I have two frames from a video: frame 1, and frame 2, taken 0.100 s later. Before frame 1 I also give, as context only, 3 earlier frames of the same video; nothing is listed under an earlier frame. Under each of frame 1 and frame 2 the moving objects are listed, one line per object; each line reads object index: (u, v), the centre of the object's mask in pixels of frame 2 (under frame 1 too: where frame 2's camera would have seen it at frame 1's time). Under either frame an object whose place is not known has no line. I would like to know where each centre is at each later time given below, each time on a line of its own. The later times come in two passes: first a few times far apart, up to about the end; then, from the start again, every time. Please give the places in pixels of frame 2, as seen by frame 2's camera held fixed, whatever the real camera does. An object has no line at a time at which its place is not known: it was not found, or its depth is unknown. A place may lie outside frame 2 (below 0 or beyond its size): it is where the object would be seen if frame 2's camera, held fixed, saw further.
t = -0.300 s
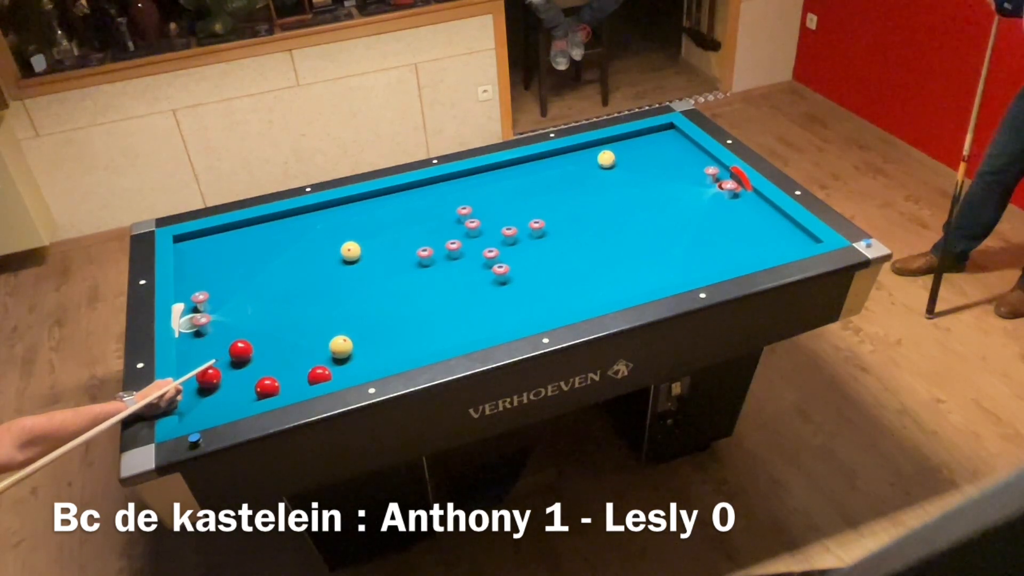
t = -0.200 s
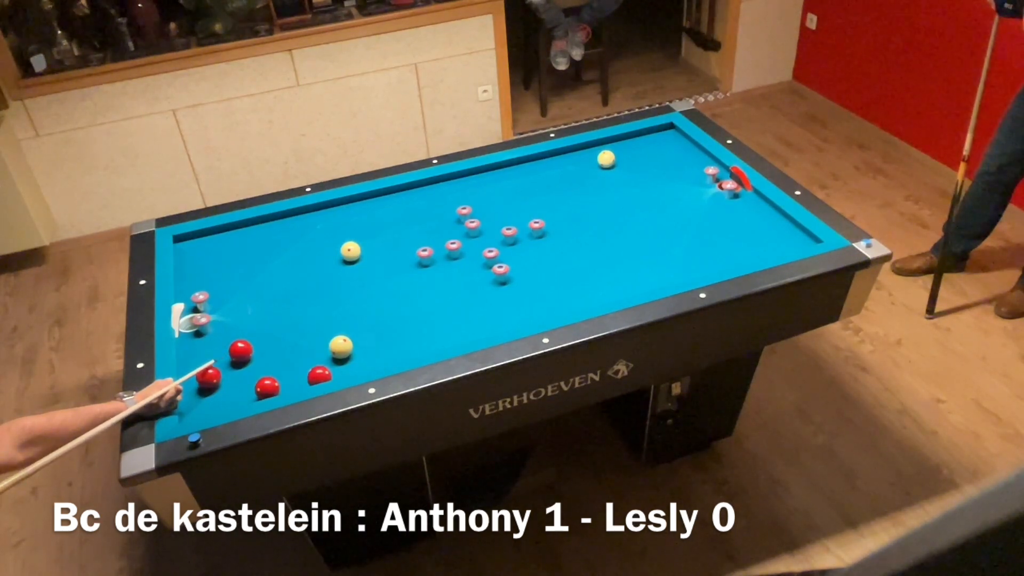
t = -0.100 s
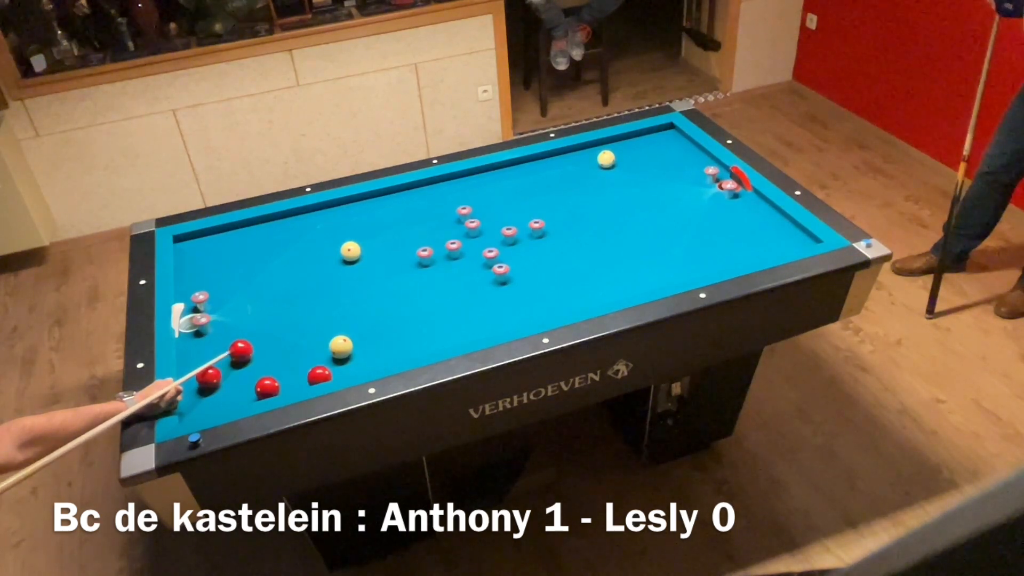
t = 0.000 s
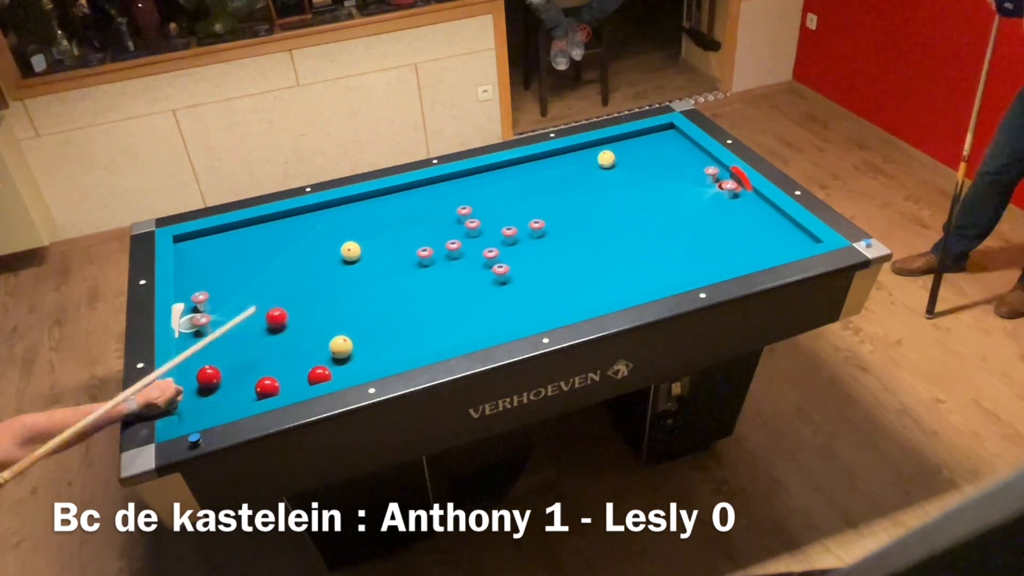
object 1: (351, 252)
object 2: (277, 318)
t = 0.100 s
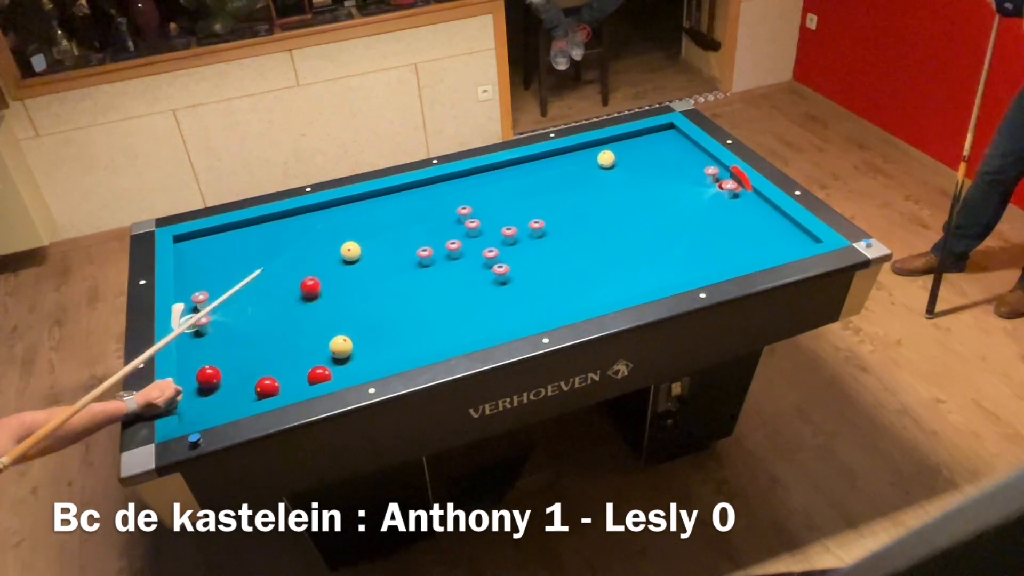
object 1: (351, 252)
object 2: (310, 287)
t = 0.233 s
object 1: (363, 242)
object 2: (338, 262)
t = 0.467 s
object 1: (410, 201)
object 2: (349, 249)
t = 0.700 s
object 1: (447, 185)
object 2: (361, 234)
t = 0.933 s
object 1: (483, 189)
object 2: (373, 220)
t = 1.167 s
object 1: (521, 193)
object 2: (385, 208)
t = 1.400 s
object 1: (558, 197)
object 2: (395, 196)
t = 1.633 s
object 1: (595, 201)
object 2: (405, 191)
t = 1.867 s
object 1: (633, 205)
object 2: (416, 193)
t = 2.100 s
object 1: (670, 209)
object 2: (426, 195)
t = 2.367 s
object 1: (713, 213)
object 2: (437, 197)
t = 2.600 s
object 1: (751, 217)
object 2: (445, 199)
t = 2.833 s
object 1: (784, 222)
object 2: (453, 200)
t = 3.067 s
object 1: (781, 237)
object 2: (460, 200)
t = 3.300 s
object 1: (778, 248)
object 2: (468, 201)
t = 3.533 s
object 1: (759, 248)
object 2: (474, 204)
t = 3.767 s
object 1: (739, 247)
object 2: (479, 205)
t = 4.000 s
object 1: (721, 245)
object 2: (484, 206)
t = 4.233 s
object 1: (704, 244)
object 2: (488, 207)
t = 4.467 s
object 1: (688, 242)
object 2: (491, 207)
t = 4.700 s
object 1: (672, 241)
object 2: (494, 208)
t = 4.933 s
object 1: (659, 239)
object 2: (496, 208)
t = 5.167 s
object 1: (645, 238)
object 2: (497, 209)
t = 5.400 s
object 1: (634, 237)
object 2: (497, 209)
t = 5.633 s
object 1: (622, 236)
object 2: (497, 209)
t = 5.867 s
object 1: (612, 235)
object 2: (497, 209)
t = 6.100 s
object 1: (602, 234)
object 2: (496, 209)
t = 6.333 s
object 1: (594, 233)
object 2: (497, 209)
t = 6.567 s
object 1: (586, 232)
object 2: (497, 209)
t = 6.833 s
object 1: (579, 232)
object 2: (497, 209)
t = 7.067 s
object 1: (573, 231)
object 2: (497, 209)
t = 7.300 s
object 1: (568, 230)
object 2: (497, 209)
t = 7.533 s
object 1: (564, 230)
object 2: (497, 209)
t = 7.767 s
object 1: (561, 230)
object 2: (497, 209)
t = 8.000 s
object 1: (558, 230)
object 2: (497, 209)
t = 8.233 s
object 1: (556, 229)
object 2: (497, 209)
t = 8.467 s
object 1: (555, 229)
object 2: (497, 209)
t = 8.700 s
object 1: (554, 229)
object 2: (497, 209)
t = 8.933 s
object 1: (554, 229)
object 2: (496, 209)
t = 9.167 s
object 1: (554, 229)
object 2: (497, 209)
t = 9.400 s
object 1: (554, 229)
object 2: (497, 209)
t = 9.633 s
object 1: (554, 229)
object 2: (497, 209)
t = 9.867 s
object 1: (554, 229)
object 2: (497, 209)
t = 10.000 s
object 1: (554, 229)
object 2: (497, 209)
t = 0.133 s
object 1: (351, 252)
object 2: (321, 277)
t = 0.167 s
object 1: (351, 252)
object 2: (331, 269)
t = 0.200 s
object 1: (354, 249)
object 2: (338, 262)
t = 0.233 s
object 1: (363, 242)
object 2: (338, 262)
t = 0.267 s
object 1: (371, 234)
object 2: (338, 261)
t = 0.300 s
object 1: (379, 228)
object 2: (339, 260)
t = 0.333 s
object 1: (386, 222)
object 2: (341, 258)
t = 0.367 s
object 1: (393, 216)
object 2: (343, 256)
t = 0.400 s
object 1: (399, 211)
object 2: (345, 254)
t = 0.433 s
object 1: (404, 206)
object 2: (347, 251)
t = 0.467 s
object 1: (410, 201)
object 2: (349, 249)
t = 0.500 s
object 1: (415, 197)
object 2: (351, 247)
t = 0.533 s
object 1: (420, 192)
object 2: (353, 244)
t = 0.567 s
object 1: (425, 188)
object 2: (354, 242)
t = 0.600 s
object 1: (430, 183)
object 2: (356, 240)
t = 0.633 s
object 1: (436, 183)
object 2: (358, 238)
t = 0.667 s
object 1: (441, 184)
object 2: (360, 236)
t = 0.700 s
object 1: (447, 185)
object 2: (361, 234)
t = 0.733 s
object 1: (451, 185)
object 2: (363, 232)
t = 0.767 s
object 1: (457, 186)
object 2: (365, 230)
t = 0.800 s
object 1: (462, 187)
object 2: (367, 228)
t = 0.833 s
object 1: (468, 187)
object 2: (368, 226)
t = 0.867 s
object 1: (473, 188)
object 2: (370, 224)
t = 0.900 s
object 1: (478, 188)
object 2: (372, 222)
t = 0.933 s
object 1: (483, 189)
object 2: (373, 220)
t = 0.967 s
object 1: (488, 190)
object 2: (375, 219)
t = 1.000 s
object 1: (494, 190)
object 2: (377, 217)
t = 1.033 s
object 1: (499, 191)
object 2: (378, 215)
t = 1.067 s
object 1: (504, 191)
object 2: (380, 214)
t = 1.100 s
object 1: (510, 192)
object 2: (381, 212)
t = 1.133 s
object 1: (515, 192)
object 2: (383, 210)
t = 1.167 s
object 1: (521, 193)
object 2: (385, 208)
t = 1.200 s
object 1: (526, 194)
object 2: (386, 206)
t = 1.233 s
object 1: (531, 194)
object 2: (388, 205)
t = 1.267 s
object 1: (536, 195)
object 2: (389, 203)
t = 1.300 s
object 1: (542, 196)
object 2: (390, 201)
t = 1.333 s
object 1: (547, 196)
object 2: (392, 199)
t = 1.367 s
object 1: (552, 197)
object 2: (393, 198)
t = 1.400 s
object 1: (558, 197)
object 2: (395, 196)
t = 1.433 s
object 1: (563, 198)
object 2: (396, 195)
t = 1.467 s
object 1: (569, 198)
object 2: (397, 193)
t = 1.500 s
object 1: (574, 199)
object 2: (399, 192)
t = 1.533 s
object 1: (579, 199)
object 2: (400, 190)
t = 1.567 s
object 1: (585, 200)
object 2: (402, 191)
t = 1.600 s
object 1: (590, 200)
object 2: (403, 191)
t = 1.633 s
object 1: (595, 201)
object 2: (405, 191)
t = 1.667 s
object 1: (601, 202)
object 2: (406, 191)
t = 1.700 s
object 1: (606, 202)
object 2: (408, 192)
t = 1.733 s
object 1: (611, 203)
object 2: (410, 192)
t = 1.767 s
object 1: (616, 203)
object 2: (411, 192)
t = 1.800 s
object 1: (622, 204)
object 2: (412, 193)
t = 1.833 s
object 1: (627, 204)
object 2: (414, 193)
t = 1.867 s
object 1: (633, 205)
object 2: (416, 193)
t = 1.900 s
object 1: (638, 206)
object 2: (417, 193)
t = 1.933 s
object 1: (643, 206)
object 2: (418, 193)
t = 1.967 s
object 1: (649, 206)
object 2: (420, 194)
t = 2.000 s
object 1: (654, 207)
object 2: (422, 194)
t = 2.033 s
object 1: (660, 208)
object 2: (423, 194)
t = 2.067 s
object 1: (665, 208)
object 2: (424, 195)
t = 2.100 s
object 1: (670, 209)
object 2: (426, 195)
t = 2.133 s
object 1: (676, 209)
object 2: (427, 195)
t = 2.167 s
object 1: (681, 210)
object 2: (429, 196)
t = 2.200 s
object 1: (686, 210)
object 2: (430, 196)
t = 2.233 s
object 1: (692, 211)
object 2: (431, 196)
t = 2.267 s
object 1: (697, 212)
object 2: (432, 196)
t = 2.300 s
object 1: (702, 212)
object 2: (434, 197)
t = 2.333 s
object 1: (708, 213)
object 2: (435, 197)
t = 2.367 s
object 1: (713, 213)
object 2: (437, 197)
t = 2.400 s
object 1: (719, 214)
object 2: (438, 197)
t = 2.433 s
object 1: (724, 215)
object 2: (439, 198)
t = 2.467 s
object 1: (729, 215)
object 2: (440, 198)
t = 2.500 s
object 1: (735, 216)
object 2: (442, 198)
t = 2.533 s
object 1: (740, 216)
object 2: (443, 198)
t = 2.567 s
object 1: (746, 217)
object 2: (444, 198)
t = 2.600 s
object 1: (751, 217)
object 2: (445, 199)
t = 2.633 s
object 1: (756, 218)
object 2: (446, 199)
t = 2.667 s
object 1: (762, 218)
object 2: (448, 199)
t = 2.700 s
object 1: (767, 219)
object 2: (449, 199)
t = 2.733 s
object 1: (772, 219)
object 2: (450, 200)
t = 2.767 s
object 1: (778, 220)
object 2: (451, 200)
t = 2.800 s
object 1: (783, 220)
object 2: (452, 200)
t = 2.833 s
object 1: (784, 222)
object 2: (453, 200)
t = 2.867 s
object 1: (783, 225)
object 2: (454, 200)
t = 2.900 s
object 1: (783, 226)
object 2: (455, 200)
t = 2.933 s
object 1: (783, 228)
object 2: (456, 200)
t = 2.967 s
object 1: (782, 230)
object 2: (457, 200)
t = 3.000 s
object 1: (782, 232)
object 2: (458, 200)
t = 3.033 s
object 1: (782, 235)
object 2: (459, 200)
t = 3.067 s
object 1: (781, 237)
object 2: (460, 200)
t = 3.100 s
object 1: (781, 239)
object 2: (461, 200)
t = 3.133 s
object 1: (781, 240)
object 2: (462, 200)
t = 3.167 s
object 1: (781, 242)
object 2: (464, 200)
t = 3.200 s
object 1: (780, 244)
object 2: (465, 200)
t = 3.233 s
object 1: (780, 245)
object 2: (466, 201)
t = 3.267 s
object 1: (779, 246)
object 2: (467, 201)
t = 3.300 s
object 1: (778, 248)
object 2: (468, 201)
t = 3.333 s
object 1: (775, 248)
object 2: (469, 202)
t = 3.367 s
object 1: (772, 248)
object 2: (470, 202)
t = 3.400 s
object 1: (770, 248)
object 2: (471, 202)
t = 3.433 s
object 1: (767, 248)
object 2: (472, 202)
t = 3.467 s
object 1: (764, 248)
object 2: (473, 203)
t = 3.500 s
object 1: (761, 248)
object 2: (474, 203)
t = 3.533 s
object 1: (759, 248)
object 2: (474, 204)
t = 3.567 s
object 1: (756, 248)
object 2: (475, 204)
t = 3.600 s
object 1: (753, 248)
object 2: (476, 204)
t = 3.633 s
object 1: (750, 248)
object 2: (477, 204)
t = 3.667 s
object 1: (748, 247)
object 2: (477, 204)
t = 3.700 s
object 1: (745, 247)
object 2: (478, 205)
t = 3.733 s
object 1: (742, 247)
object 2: (478, 205)
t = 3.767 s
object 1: (739, 247)
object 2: (479, 205)
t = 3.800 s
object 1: (737, 247)
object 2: (480, 206)
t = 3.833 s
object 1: (734, 246)
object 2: (480, 206)
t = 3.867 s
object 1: (731, 246)
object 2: (481, 206)
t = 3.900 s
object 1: (729, 246)
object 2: (482, 206)
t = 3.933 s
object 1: (726, 246)
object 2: (483, 206)
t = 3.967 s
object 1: (723, 245)
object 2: (483, 206)
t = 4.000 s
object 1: (721, 245)
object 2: (484, 206)
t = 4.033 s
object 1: (718, 245)
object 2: (484, 206)
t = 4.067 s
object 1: (716, 245)
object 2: (485, 206)
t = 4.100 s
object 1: (713, 244)
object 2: (486, 206)
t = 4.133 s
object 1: (711, 244)
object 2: (486, 206)
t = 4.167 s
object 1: (708, 244)
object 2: (487, 206)
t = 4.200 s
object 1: (706, 244)
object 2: (487, 206)
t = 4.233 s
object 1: (704, 244)
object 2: (488, 207)
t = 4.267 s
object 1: (701, 243)
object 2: (488, 207)
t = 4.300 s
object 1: (699, 243)
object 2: (489, 207)
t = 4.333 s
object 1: (697, 243)
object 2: (489, 207)
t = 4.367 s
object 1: (694, 243)
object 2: (490, 207)
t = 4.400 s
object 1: (692, 243)
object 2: (490, 207)
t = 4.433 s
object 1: (690, 242)
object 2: (491, 207)
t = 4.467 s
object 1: (688, 242)
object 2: (491, 207)
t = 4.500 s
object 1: (685, 242)
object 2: (491, 207)
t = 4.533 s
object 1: (683, 242)
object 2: (492, 207)
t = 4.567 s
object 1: (681, 241)
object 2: (492, 208)
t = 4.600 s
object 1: (679, 241)
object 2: (493, 208)
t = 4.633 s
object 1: (677, 241)
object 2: (493, 208)
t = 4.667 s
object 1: (675, 241)
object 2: (493, 208)
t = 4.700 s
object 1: (672, 241)
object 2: (494, 208)
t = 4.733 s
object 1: (670, 241)
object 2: (494, 208)
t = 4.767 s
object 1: (668, 240)
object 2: (494, 208)
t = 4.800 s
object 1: (666, 240)
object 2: (495, 208)
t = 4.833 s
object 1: (664, 240)
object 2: (495, 208)
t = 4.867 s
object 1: (662, 240)
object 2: (495, 208)
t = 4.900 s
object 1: (660, 239)
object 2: (495, 208)
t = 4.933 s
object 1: (659, 239)
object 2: (496, 208)
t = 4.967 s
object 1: (656, 239)
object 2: (496, 208)
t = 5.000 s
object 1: (655, 239)
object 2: (496, 208)
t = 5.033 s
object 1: (653, 239)
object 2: (496, 209)
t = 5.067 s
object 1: (651, 239)
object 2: (496, 209)
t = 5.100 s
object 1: (649, 238)
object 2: (496, 209)
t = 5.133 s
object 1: (647, 238)
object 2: (496, 209)
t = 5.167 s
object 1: (645, 238)
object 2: (497, 209)
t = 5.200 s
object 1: (644, 238)
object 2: (497, 209)
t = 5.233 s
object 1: (642, 238)
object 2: (497, 209)
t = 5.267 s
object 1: (640, 238)
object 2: (497, 209)
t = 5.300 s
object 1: (638, 237)
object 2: (497, 209)
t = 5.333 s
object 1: (637, 237)
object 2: (497, 209)
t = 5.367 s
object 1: (635, 237)
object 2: (497, 209)
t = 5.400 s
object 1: (634, 237)
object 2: (497, 209)
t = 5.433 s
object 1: (632, 237)
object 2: (497, 209)
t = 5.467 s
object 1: (630, 237)
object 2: (497, 209)
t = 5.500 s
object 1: (629, 237)
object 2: (497, 209)
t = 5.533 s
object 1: (627, 236)
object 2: (497, 209)
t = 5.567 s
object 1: (625, 236)
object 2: (497, 209)
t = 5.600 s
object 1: (624, 236)
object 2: (497, 209)
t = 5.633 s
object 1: (622, 236)
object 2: (497, 209)
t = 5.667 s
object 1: (621, 236)
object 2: (497, 209)
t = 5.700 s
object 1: (619, 236)
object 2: (497, 209)
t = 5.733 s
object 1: (617, 235)
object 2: (497, 209)
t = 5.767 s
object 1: (616, 235)
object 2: (496, 209)
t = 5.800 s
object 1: (615, 235)
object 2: (497, 209)
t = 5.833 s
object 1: (613, 235)
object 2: (497, 209)
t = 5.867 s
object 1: (612, 235)
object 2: (497, 209)
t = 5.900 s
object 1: (610, 235)
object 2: (497, 209)
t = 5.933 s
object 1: (609, 234)
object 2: (497, 209)
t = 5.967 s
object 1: (608, 234)
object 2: (497, 209)
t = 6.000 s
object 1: (606, 234)
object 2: (496, 209)
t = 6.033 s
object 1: (605, 234)
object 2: (497, 209)
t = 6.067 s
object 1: (604, 234)
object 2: (496, 209)
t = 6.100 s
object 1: (602, 234)
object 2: (496, 209)
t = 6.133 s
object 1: (601, 234)
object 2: (496, 209)
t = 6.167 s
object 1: (600, 234)
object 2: (496, 209)
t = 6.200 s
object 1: (599, 233)
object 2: (496, 209)
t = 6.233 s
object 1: (598, 233)
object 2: (496, 209)
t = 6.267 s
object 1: (596, 233)
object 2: (496, 209)
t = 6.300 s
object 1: (595, 233)
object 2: (496, 209)
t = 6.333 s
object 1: (594, 233)
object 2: (497, 209)
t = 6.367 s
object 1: (593, 233)
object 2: (497, 209)
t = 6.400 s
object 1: (592, 233)
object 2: (497, 209)
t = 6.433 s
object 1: (591, 233)
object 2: (497, 209)
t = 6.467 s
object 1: (590, 233)
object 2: (497, 209)
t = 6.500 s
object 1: (588, 233)
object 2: (497, 209)
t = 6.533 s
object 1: (587, 232)
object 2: (497, 209)
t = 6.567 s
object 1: (586, 232)
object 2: (497, 209)
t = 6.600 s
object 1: (585, 232)
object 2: (497, 209)
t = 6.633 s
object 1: (584, 232)
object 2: (497, 209)
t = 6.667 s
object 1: (583, 232)
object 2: (497, 209)
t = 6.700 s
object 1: (582, 232)
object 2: (497, 209)
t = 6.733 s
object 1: (581, 232)
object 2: (497, 209)
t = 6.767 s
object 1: (580, 232)
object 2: (497, 209)
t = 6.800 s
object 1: (580, 232)
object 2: (497, 209)
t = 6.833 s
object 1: (579, 232)
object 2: (497, 209)
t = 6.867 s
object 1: (578, 232)
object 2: (497, 209)
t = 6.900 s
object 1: (577, 232)
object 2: (497, 209)
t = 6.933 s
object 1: (576, 231)
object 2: (497, 209)
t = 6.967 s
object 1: (575, 231)
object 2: (497, 209)
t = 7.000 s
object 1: (575, 231)
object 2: (497, 209)
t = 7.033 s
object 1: (574, 231)
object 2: (497, 209)
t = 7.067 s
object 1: (573, 231)
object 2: (497, 209)
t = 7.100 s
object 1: (572, 231)
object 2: (497, 209)
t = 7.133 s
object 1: (572, 231)
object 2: (497, 209)
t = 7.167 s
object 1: (571, 231)
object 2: (497, 209)
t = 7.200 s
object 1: (570, 231)
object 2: (497, 209)
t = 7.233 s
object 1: (569, 230)
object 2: (497, 209)
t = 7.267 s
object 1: (569, 230)
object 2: (497, 209)
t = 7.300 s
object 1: (568, 230)
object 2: (497, 209)
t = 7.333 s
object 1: (568, 230)
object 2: (497, 209)
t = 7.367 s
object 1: (567, 230)
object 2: (497, 209)
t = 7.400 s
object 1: (566, 230)
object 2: (497, 209)
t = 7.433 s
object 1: (566, 230)
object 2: (497, 209)
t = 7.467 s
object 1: (565, 230)
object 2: (497, 209)
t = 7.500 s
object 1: (564, 230)
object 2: (497, 209)
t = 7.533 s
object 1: (564, 230)
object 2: (497, 209)
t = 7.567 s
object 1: (563, 230)
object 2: (497, 209)
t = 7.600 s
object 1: (563, 230)
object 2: (497, 209)
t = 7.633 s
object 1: (562, 230)
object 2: (497, 209)
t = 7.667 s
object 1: (562, 230)
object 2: (497, 209)
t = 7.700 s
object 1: (561, 230)
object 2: (497, 209)
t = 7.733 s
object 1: (561, 230)
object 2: (497, 209)
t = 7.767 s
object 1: (561, 230)
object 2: (497, 209)
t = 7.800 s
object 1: (560, 230)
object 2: (497, 209)
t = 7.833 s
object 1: (560, 230)
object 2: (497, 209)
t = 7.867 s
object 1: (559, 230)
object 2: (497, 209)
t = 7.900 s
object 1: (559, 230)
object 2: (497, 209)
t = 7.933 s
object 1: (559, 230)
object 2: (497, 209)
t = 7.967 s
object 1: (558, 230)
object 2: (497, 209)
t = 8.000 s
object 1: (558, 230)
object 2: (497, 209)
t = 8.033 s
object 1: (557, 230)
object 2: (497, 209)
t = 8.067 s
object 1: (557, 229)
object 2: (497, 209)
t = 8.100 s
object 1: (557, 229)
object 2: (497, 209)
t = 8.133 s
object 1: (557, 229)
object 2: (497, 209)
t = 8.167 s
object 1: (556, 229)
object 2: (497, 209)
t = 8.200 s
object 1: (556, 229)
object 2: (497, 209)
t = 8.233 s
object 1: (556, 229)
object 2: (497, 209)
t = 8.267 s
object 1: (556, 229)
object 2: (497, 209)
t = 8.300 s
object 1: (555, 229)
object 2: (497, 209)
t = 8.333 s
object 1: (555, 229)
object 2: (497, 209)
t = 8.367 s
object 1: (555, 229)
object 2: (497, 209)
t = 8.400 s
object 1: (555, 229)
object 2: (497, 209)
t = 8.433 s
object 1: (555, 229)
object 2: (497, 209)
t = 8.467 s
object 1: (555, 229)
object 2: (497, 209)
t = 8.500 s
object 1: (555, 229)
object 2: (497, 209)
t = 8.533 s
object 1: (555, 229)
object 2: (497, 209)
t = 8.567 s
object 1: (554, 229)
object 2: (497, 209)
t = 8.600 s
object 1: (554, 229)
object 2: (496, 209)
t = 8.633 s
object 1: (554, 229)
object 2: (497, 209)
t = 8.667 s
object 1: (554, 229)
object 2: (497, 209)
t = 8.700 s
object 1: (554, 229)
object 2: (497, 209)
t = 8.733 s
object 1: (554, 229)
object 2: (497, 209)
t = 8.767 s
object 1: (554, 229)
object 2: (497, 209)
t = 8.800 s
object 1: (554, 229)
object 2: (497, 209)
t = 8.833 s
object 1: (554, 229)
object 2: (496, 209)
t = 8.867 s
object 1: (554, 229)
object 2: (497, 209)
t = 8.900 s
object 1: (554, 229)
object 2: (496, 209)
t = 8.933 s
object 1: (554, 229)
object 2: (496, 209)
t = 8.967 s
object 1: (554, 229)
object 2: (496, 209)
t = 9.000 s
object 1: (554, 229)
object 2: (496, 209)
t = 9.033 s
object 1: (554, 229)
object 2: (496, 209)
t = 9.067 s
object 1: (554, 229)
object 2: (496, 209)
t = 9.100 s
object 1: (554, 229)
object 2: (496, 209)
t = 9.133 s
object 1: (554, 229)
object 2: (496, 209)
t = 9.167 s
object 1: (554, 229)
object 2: (497, 209)
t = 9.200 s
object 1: (554, 229)
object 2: (496, 209)
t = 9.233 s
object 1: (554, 229)
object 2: (496, 209)
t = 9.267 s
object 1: (554, 229)
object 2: (496, 209)
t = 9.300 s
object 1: (554, 229)
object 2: (497, 209)
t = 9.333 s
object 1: (554, 229)
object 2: (497, 209)
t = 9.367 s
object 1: (554, 229)
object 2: (497, 209)
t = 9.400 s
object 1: (554, 229)
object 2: (497, 209)
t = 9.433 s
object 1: (554, 229)
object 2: (497, 209)
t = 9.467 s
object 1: (554, 229)
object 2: (497, 209)
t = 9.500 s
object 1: (554, 229)
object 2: (497, 209)
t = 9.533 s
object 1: (554, 229)
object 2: (497, 209)
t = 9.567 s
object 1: (554, 229)
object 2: (497, 209)
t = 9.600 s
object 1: (554, 229)
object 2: (497, 209)
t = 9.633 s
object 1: (554, 229)
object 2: (497, 209)
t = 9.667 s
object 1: (554, 229)
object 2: (497, 209)
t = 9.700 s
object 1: (554, 229)
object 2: (497, 209)
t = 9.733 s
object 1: (554, 229)
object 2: (497, 209)
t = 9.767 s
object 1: (554, 229)
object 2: (497, 209)
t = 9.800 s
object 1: (554, 229)
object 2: (497, 209)
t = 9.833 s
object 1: (554, 229)
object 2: (497, 209)
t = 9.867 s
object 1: (554, 229)
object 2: (497, 209)
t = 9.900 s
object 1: (554, 229)
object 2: (497, 209)
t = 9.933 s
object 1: (554, 229)
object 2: (497, 209)
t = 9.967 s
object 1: (554, 229)
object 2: (497, 209)
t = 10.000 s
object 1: (554, 229)
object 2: (497, 209)
